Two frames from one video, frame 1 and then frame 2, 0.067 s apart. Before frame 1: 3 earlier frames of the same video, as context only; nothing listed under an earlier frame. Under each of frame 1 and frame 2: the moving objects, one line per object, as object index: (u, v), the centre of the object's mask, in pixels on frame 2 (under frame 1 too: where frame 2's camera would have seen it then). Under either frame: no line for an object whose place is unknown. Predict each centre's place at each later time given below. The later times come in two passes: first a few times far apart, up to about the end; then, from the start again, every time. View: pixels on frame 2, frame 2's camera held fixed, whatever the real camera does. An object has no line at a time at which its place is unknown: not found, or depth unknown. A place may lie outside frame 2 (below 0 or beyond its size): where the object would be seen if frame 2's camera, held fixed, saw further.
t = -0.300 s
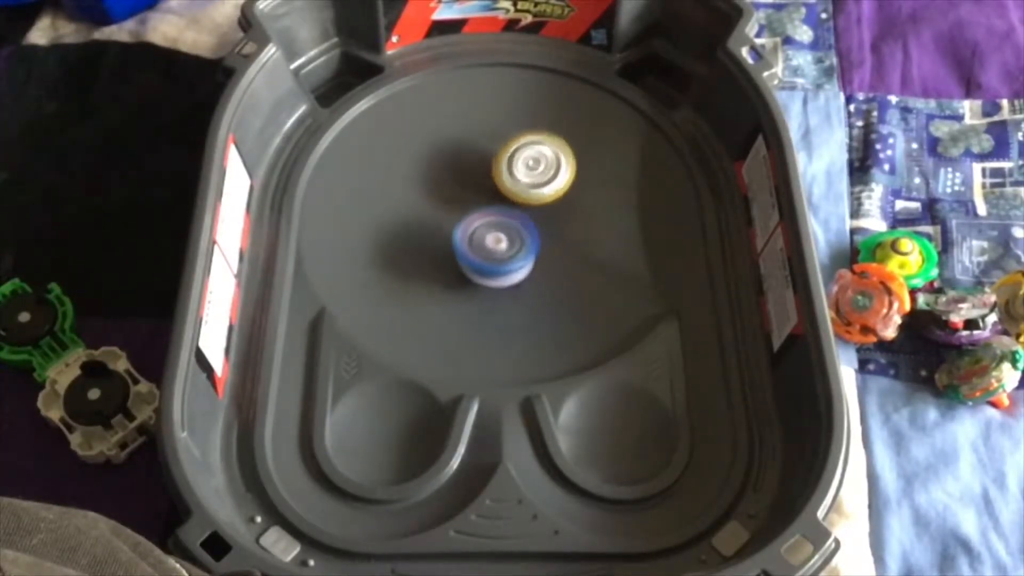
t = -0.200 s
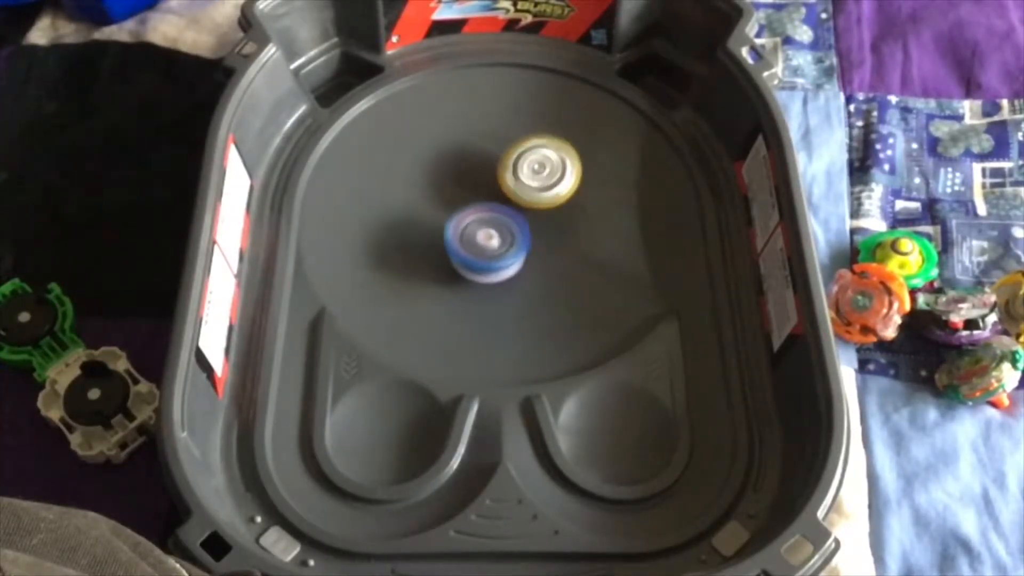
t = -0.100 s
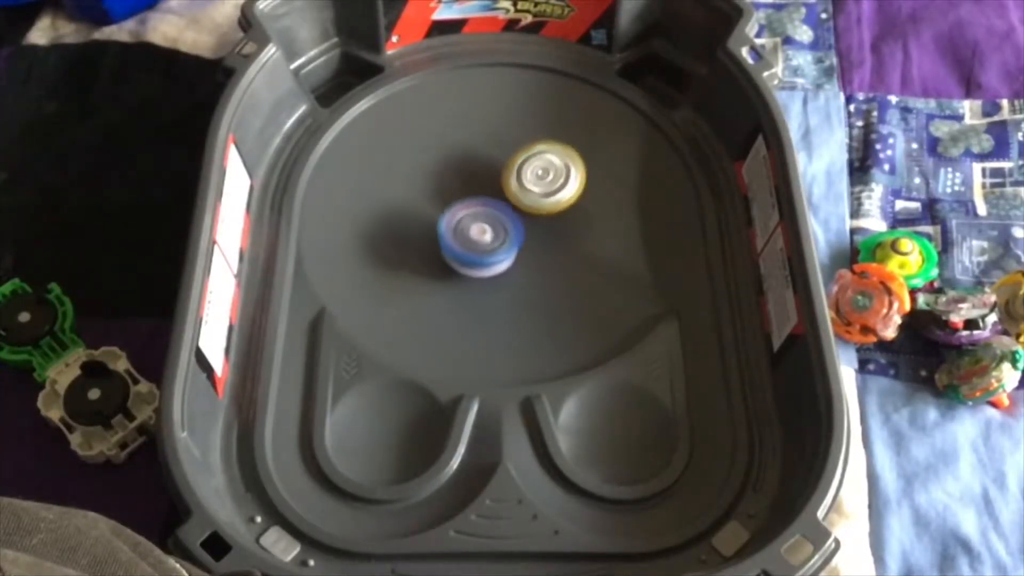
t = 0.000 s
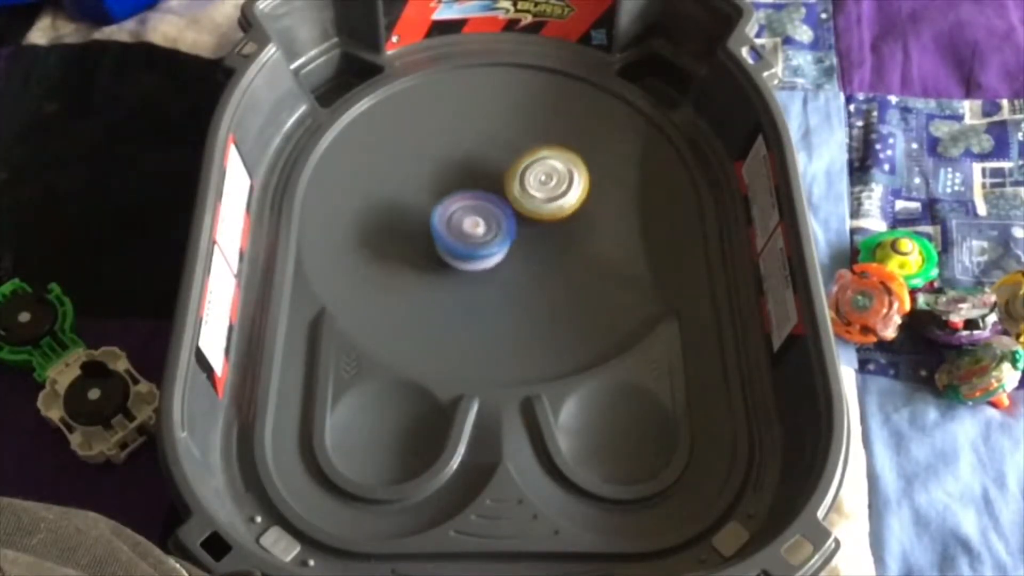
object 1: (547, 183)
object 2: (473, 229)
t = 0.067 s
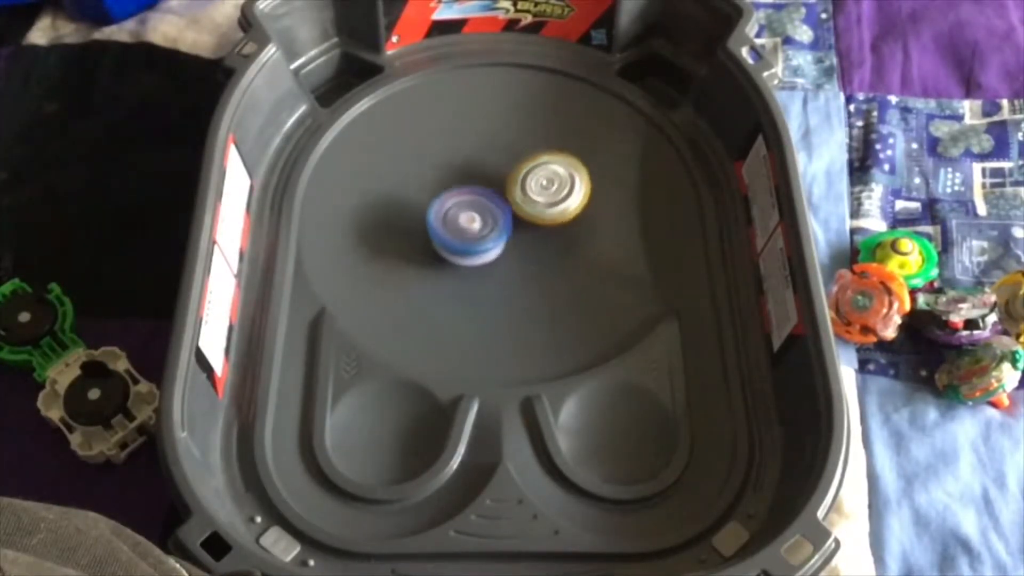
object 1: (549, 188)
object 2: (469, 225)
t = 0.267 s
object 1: (552, 203)
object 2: (461, 210)
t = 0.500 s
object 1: (549, 220)
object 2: (460, 195)
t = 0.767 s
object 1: (535, 233)
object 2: (472, 178)
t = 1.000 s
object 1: (520, 237)
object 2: (489, 166)
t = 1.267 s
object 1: (501, 231)
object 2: (510, 159)
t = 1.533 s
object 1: (483, 217)
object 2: (534, 159)
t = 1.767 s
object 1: (472, 202)
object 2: (555, 163)
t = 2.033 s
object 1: (480, 185)
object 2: (568, 174)
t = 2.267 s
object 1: (490, 170)
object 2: (583, 193)
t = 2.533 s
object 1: (511, 166)
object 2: (580, 216)
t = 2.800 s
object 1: (533, 168)
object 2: (557, 244)
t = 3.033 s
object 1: (545, 178)
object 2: (537, 260)
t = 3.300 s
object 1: (549, 196)
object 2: (507, 261)
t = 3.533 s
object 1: (545, 210)
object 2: (473, 252)
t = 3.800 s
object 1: (535, 223)
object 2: (442, 234)
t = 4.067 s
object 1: (521, 227)
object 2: (434, 203)
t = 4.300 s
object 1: (506, 224)
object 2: (443, 173)
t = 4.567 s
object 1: (494, 212)
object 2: (470, 144)
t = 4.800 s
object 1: (493, 199)
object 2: (498, 128)
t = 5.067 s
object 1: (496, 190)
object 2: (536, 126)
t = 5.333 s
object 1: (500, 189)
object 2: (575, 142)
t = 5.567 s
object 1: (509, 191)
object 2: (594, 176)
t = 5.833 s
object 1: (509, 194)
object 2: (610, 221)
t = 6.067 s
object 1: (511, 197)
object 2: (591, 254)
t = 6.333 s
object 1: (516, 200)
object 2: (537, 273)
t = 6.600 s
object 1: (524, 200)
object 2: (473, 269)
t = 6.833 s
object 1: (527, 195)
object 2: (436, 245)
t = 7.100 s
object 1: (527, 191)
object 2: (429, 203)
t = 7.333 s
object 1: (527, 192)
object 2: (445, 159)
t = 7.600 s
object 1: (530, 196)
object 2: (476, 130)
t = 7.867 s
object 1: (527, 204)
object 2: (521, 130)
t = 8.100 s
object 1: (517, 213)
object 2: (565, 147)
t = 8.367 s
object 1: (503, 221)
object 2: (594, 176)
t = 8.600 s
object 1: (494, 219)
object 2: (589, 214)
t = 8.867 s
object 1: (484, 205)
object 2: (564, 257)
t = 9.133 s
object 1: (487, 186)
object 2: (526, 270)
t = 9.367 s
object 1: (500, 177)
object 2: (482, 256)
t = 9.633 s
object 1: (522, 177)
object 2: (448, 215)
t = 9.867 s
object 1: (539, 186)
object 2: (444, 179)
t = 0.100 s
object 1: (550, 191)
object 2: (467, 223)
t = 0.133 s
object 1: (550, 193)
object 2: (466, 220)
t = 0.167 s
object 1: (551, 196)
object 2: (466, 218)
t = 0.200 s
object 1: (551, 198)
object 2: (464, 215)
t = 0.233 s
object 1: (552, 201)
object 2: (462, 212)
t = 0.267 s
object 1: (552, 203)
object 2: (461, 210)
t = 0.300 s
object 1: (553, 206)
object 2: (460, 208)
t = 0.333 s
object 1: (552, 209)
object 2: (459, 206)
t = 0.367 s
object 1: (552, 211)
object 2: (458, 204)
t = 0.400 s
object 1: (552, 213)
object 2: (458, 202)
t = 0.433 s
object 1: (552, 216)
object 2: (459, 200)
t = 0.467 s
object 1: (550, 218)
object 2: (459, 197)
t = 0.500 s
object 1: (549, 220)
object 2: (460, 195)
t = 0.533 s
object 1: (547, 222)
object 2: (460, 192)
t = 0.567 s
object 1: (546, 224)
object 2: (461, 191)
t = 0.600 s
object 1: (545, 226)
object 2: (462, 189)
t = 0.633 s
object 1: (543, 227)
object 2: (465, 186)
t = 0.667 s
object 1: (541, 229)
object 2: (466, 184)
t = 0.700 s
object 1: (539, 230)
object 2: (468, 181)
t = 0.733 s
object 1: (538, 232)
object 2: (470, 180)
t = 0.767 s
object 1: (535, 233)
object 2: (472, 178)
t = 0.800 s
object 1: (533, 234)
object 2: (474, 176)
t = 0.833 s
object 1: (530, 235)
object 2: (477, 173)
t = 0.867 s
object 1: (529, 235)
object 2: (479, 171)
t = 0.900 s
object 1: (526, 236)
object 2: (481, 170)
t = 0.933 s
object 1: (524, 236)
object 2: (483, 168)
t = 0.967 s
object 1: (522, 237)
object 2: (485, 167)
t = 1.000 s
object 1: (520, 237)
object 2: (489, 166)
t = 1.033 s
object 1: (518, 236)
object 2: (491, 164)
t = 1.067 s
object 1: (515, 236)
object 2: (493, 163)
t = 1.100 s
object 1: (513, 236)
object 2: (496, 163)
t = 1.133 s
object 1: (510, 235)
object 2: (499, 162)
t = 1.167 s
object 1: (508, 234)
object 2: (502, 161)
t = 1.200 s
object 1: (506, 233)
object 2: (504, 160)
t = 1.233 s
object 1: (503, 232)
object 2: (507, 159)
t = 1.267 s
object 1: (501, 231)
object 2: (510, 159)
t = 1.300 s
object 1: (498, 230)
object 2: (514, 159)
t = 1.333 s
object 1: (495, 228)
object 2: (518, 158)
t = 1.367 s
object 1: (493, 227)
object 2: (520, 158)
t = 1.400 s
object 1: (490, 225)
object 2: (522, 158)
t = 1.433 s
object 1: (489, 223)
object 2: (525, 158)
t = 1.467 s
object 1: (486, 222)
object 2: (528, 158)
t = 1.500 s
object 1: (484, 219)
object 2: (531, 158)
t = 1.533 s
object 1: (483, 217)
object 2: (534, 159)
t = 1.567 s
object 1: (481, 215)
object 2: (536, 160)
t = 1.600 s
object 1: (479, 213)
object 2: (539, 160)
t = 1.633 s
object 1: (479, 211)
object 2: (541, 161)
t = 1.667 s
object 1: (477, 208)
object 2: (543, 162)
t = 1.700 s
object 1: (476, 206)
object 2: (548, 163)
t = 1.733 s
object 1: (474, 204)
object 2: (552, 162)
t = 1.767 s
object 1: (472, 202)
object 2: (555, 163)
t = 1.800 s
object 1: (472, 199)
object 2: (557, 164)
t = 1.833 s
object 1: (472, 198)
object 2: (560, 165)
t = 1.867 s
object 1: (473, 195)
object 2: (562, 165)
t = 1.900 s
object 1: (474, 193)
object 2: (563, 167)
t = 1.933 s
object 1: (475, 191)
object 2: (565, 168)
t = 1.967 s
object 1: (477, 189)
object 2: (567, 170)
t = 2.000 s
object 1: (478, 187)
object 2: (567, 171)
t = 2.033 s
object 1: (480, 185)
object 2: (568, 174)
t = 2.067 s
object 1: (482, 183)
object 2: (569, 176)
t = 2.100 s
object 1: (484, 181)
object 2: (571, 179)
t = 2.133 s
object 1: (483, 179)
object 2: (574, 182)
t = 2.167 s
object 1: (485, 176)
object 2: (578, 185)
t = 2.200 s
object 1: (487, 174)
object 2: (580, 188)
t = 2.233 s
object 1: (488, 172)
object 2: (581, 191)
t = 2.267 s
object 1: (490, 170)
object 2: (583, 193)
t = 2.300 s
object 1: (493, 169)
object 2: (584, 195)
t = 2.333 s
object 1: (495, 168)
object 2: (584, 198)
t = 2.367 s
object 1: (497, 167)
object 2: (584, 202)
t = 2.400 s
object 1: (500, 166)
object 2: (584, 204)
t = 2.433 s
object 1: (503, 166)
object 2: (583, 207)
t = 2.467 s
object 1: (505, 165)
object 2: (583, 209)
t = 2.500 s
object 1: (508, 165)
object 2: (582, 212)
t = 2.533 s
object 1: (511, 166)
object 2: (580, 216)
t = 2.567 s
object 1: (514, 165)
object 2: (578, 219)
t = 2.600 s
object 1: (517, 165)
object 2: (576, 221)
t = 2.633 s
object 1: (520, 166)
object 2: (572, 225)
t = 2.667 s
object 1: (522, 167)
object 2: (570, 228)
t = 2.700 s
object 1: (525, 167)
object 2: (566, 231)
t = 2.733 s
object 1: (529, 168)
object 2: (563, 236)
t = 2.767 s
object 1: (531, 168)
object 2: (560, 240)
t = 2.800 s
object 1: (533, 168)
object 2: (557, 244)
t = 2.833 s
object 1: (536, 169)
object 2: (554, 248)
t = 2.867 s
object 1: (538, 171)
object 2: (551, 250)
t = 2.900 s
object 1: (539, 172)
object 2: (548, 253)
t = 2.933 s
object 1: (541, 173)
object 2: (545, 255)
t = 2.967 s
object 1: (543, 174)
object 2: (542, 257)
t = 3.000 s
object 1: (543, 177)
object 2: (539, 259)
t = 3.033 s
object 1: (545, 178)
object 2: (537, 260)
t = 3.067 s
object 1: (546, 180)
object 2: (533, 261)
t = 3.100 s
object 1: (547, 183)
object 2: (531, 262)
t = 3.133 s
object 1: (547, 185)
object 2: (528, 262)
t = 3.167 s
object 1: (548, 187)
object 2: (524, 262)
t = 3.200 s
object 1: (549, 189)
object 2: (522, 262)
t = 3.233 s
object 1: (549, 193)
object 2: (517, 262)
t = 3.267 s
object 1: (548, 194)
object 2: (513, 261)
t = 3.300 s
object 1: (549, 196)
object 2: (507, 261)
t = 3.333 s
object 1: (550, 198)
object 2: (501, 260)
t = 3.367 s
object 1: (550, 201)
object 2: (496, 260)
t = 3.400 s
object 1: (549, 202)
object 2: (490, 258)
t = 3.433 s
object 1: (548, 204)
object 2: (486, 257)
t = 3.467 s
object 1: (548, 206)
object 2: (481, 255)
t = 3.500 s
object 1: (546, 209)
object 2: (476, 254)
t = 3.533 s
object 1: (545, 210)
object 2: (473, 252)
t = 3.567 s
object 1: (545, 212)
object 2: (467, 251)
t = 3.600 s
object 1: (545, 213)
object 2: (462, 248)
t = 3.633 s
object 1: (544, 216)
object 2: (457, 246)
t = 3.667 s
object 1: (542, 217)
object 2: (453, 244)
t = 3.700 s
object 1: (540, 219)
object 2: (449, 241)
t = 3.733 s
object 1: (539, 220)
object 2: (447, 239)
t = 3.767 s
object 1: (537, 221)
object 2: (444, 236)
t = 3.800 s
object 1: (535, 223)
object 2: (442, 234)
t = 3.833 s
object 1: (533, 224)
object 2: (441, 232)
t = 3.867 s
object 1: (531, 224)
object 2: (439, 229)
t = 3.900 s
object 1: (530, 225)
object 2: (439, 225)
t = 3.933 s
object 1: (528, 226)
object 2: (436, 222)
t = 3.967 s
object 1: (525, 227)
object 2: (436, 218)
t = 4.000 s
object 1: (524, 227)
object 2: (434, 213)
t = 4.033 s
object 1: (523, 227)
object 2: (434, 208)
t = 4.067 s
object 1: (521, 227)
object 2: (434, 203)
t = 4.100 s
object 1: (519, 228)
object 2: (434, 199)
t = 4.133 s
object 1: (516, 227)
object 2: (434, 194)
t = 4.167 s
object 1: (514, 227)
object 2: (436, 190)
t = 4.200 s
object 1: (512, 226)
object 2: (436, 185)
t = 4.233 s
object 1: (511, 226)
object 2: (439, 181)
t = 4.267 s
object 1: (508, 225)
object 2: (439, 177)
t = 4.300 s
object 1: (506, 224)
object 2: (443, 173)
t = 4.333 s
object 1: (504, 223)
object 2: (445, 168)
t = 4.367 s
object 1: (503, 222)
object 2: (448, 164)
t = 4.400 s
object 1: (502, 220)
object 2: (450, 161)
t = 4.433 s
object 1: (500, 219)
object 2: (454, 157)
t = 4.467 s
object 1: (498, 218)
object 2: (457, 153)
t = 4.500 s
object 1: (496, 216)
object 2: (462, 149)
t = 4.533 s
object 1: (495, 214)
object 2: (465, 146)
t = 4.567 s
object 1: (494, 212)
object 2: (470, 144)
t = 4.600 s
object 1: (493, 211)
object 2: (474, 139)
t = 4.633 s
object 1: (492, 210)
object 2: (478, 137)
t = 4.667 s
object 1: (491, 208)
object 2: (482, 134)
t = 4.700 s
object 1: (491, 206)
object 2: (487, 132)
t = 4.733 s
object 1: (491, 203)
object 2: (490, 130)
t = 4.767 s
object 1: (492, 201)
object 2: (496, 128)
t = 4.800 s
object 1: (493, 199)
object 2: (498, 128)
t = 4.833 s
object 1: (492, 197)
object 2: (504, 126)
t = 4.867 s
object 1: (492, 197)
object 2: (509, 125)
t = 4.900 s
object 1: (492, 195)
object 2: (514, 124)
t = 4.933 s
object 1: (493, 194)
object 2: (519, 124)
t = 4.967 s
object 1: (494, 192)
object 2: (523, 123)
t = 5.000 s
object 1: (495, 191)
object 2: (527, 124)
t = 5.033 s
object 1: (496, 191)
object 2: (531, 124)
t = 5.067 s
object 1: (496, 190)
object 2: (536, 126)
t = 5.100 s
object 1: (495, 189)
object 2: (540, 127)
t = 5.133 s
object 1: (494, 189)
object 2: (547, 128)
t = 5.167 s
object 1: (495, 189)
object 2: (552, 130)
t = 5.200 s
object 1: (496, 189)
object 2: (558, 130)
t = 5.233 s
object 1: (498, 189)
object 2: (563, 133)
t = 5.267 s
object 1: (499, 189)
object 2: (567, 136)
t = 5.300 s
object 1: (499, 189)
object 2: (572, 139)
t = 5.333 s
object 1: (500, 189)
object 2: (575, 142)
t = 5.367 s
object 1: (501, 189)
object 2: (579, 145)
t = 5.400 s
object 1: (503, 189)
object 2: (581, 150)
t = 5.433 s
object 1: (504, 189)
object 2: (584, 154)
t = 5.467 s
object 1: (506, 189)
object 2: (586, 160)
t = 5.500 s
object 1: (507, 189)
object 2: (589, 165)
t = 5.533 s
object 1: (508, 190)
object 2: (592, 170)
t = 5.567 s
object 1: (509, 191)
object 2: (594, 176)
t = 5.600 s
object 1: (509, 190)
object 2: (597, 181)
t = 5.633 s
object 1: (508, 190)
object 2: (602, 188)
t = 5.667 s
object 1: (508, 191)
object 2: (604, 194)
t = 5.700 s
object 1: (508, 192)
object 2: (607, 198)
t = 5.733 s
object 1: (508, 192)
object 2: (609, 205)
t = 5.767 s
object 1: (509, 192)
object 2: (609, 210)
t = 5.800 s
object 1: (509, 193)
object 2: (611, 215)
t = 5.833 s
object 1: (509, 194)
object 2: (610, 221)
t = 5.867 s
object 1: (509, 195)
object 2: (609, 226)
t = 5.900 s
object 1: (508, 195)
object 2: (608, 231)
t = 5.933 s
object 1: (509, 195)
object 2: (605, 237)
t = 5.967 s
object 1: (509, 195)
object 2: (603, 241)
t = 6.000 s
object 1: (510, 196)
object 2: (599, 246)
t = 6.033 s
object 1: (511, 196)
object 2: (595, 250)
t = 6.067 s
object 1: (511, 197)
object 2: (591, 254)
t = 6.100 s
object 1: (512, 197)
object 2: (585, 259)
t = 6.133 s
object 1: (513, 197)
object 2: (579, 261)
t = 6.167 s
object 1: (513, 199)
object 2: (574, 264)
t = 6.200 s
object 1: (514, 200)
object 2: (567, 267)
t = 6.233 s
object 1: (514, 200)
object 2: (560, 269)
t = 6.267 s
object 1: (514, 200)
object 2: (553, 271)
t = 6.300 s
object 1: (515, 200)
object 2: (545, 272)
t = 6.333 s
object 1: (516, 200)
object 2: (537, 273)
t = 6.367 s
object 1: (517, 201)
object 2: (530, 274)
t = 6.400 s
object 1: (518, 201)
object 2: (521, 274)
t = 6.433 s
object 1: (519, 201)
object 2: (512, 274)
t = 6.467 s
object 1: (520, 201)
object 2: (504, 274)
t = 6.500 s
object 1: (522, 200)
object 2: (496, 274)
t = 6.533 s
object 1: (523, 200)
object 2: (488, 273)
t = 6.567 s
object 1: (523, 200)
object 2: (481, 271)
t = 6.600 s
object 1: (524, 200)
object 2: (473, 269)
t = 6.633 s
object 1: (524, 199)
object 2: (466, 267)
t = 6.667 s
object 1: (524, 198)
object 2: (461, 264)
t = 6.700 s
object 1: (525, 197)
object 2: (454, 261)
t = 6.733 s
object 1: (525, 197)
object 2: (449, 258)
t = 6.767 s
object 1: (526, 196)
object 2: (445, 254)
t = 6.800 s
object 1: (526, 195)
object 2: (440, 250)
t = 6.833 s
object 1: (527, 195)
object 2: (436, 245)
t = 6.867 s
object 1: (527, 194)
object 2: (433, 240)
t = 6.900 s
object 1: (528, 193)
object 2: (431, 236)
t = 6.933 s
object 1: (528, 192)
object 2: (428, 231)
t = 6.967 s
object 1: (528, 192)
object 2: (427, 225)
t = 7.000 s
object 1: (528, 192)
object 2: (427, 220)
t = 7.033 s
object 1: (528, 192)
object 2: (426, 214)
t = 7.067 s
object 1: (528, 191)
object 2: (427, 208)
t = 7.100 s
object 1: (527, 191)
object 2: (429, 203)
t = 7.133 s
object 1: (526, 191)
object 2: (430, 197)
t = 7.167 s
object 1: (525, 190)
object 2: (432, 191)
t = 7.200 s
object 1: (525, 190)
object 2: (435, 185)
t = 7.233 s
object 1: (525, 190)
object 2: (438, 179)
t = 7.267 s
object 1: (525, 190)
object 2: (440, 172)
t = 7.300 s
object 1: (526, 191)
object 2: (441, 166)
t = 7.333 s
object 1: (527, 192)
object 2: (445, 159)
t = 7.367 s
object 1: (527, 192)
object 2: (447, 154)
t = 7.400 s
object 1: (528, 193)
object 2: (450, 149)
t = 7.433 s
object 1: (528, 193)
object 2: (455, 144)
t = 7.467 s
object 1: (529, 194)
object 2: (458, 141)
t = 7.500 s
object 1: (529, 194)
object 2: (462, 137)
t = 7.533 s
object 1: (530, 195)
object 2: (466, 134)
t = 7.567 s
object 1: (530, 195)
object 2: (472, 132)
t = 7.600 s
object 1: (530, 196)
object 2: (476, 130)
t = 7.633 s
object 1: (530, 197)
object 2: (481, 128)
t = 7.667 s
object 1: (530, 198)
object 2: (486, 127)
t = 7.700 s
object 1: (530, 199)
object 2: (492, 126)
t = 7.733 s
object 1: (530, 201)
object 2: (498, 126)
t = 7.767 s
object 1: (529, 202)
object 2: (503, 126)
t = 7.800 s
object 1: (529, 203)
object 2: (509, 126)
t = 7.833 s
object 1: (528, 204)
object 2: (515, 128)
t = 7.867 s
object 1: (527, 204)
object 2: (521, 130)
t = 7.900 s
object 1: (526, 205)
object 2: (527, 132)
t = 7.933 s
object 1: (525, 206)
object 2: (533, 133)
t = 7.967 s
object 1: (524, 207)
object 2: (540, 135)
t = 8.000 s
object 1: (523, 208)
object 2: (545, 138)
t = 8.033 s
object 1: (522, 209)
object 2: (551, 142)
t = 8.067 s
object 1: (519, 211)
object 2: (558, 144)
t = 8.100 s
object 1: (517, 213)
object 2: (565, 147)
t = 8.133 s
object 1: (515, 214)
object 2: (570, 149)
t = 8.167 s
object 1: (513, 216)
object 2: (575, 153)
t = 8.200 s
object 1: (511, 217)
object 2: (580, 156)
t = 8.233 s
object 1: (510, 218)
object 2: (584, 159)
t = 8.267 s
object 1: (508, 219)
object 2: (588, 163)
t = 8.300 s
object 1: (506, 220)
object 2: (591, 167)
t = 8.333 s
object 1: (504, 221)
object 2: (593, 172)
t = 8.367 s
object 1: (503, 221)
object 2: (594, 176)
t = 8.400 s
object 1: (501, 221)
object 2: (596, 180)
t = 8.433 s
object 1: (500, 221)
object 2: (597, 186)
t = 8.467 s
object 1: (499, 221)
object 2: (596, 192)
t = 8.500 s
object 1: (497, 221)
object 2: (595, 197)
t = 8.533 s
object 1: (496, 221)
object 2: (594, 202)
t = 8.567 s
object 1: (495, 220)
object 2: (592, 208)
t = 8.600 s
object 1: (494, 219)
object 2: (589, 214)
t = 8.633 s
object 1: (494, 219)
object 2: (586, 220)
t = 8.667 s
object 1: (493, 217)
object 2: (582, 226)
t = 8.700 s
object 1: (492, 216)
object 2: (577, 231)
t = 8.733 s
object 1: (489, 214)
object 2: (576, 238)
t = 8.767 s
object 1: (488, 212)
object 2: (574, 243)
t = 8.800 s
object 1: (487, 209)
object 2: (571, 249)
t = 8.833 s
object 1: (485, 207)
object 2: (568, 253)
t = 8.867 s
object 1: (484, 205)
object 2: (564, 257)
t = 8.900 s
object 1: (484, 202)
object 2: (561, 260)
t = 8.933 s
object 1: (483, 200)
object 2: (557, 263)
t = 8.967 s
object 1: (483, 197)
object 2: (553, 266)
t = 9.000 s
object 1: (483, 195)
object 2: (547, 268)
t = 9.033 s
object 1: (484, 193)
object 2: (542, 270)
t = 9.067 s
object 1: (485, 190)
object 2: (536, 270)
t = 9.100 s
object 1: (486, 188)
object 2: (531, 270)
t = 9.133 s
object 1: (487, 186)
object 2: (526, 270)
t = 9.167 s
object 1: (488, 184)
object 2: (520, 270)
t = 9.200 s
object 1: (490, 183)
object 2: (514, 269)
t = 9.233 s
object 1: (491, 182)
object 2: (507, 268)
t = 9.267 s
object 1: (493, 181)
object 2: (500, 266)
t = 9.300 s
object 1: (495, 179)
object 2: (494, 263)
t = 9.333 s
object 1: (498, 178)
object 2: (489, 259)
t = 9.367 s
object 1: (500, 177)
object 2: (482, 256)
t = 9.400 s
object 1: (502, 177)
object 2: (476, 252)
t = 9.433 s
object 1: (505, 176)
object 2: (470, 247)
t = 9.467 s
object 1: (508, 176)
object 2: (465, 243)
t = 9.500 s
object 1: (511, 176)
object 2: (461, 237)
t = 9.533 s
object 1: (513, 176)
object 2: (457, 232)
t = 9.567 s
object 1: (516, 176)
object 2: (455, 227)
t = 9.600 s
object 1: (519, 176)
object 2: (451, 221)
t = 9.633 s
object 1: (522, 177)
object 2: (448, 215)
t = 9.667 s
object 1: (525, 178)
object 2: (446, 210)
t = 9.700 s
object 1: (527, 179)
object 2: (444, 204)
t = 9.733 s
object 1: (530, 180)
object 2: (442, 198)
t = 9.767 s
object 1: (532, 181)
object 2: (443, 193)
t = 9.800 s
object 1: (535, 183)
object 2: (444, 188)
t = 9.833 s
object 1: (537, 185)
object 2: (444, 183)
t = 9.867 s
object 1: (539, 186)
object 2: (444, 179)
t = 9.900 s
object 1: (541, 188)
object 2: (446, 174)
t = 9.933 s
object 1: (543, 190)
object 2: (448, 170)
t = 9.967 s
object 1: (544, 192)
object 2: (451, 166)
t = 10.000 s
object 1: (545, 195)
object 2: (455, 162)
